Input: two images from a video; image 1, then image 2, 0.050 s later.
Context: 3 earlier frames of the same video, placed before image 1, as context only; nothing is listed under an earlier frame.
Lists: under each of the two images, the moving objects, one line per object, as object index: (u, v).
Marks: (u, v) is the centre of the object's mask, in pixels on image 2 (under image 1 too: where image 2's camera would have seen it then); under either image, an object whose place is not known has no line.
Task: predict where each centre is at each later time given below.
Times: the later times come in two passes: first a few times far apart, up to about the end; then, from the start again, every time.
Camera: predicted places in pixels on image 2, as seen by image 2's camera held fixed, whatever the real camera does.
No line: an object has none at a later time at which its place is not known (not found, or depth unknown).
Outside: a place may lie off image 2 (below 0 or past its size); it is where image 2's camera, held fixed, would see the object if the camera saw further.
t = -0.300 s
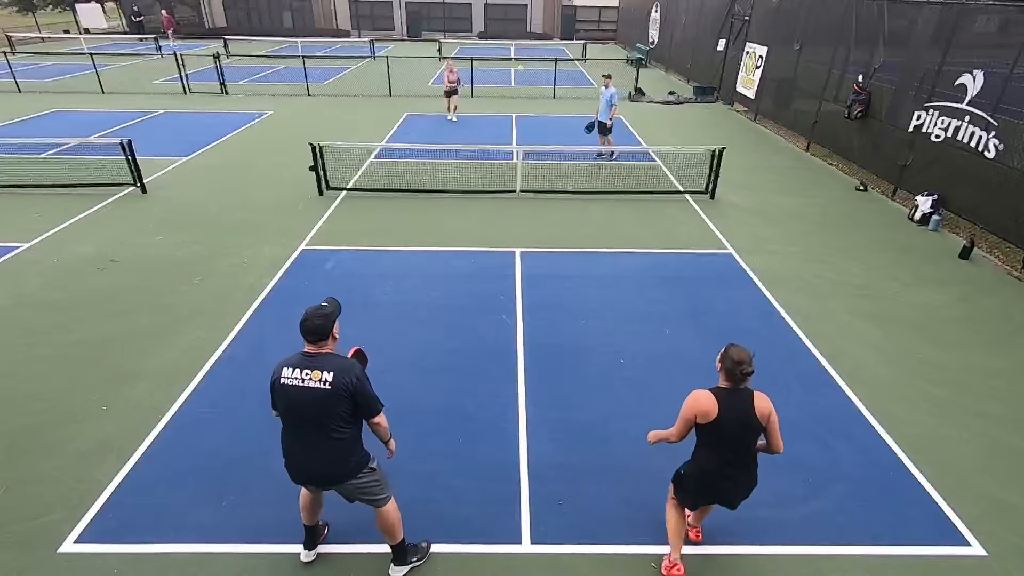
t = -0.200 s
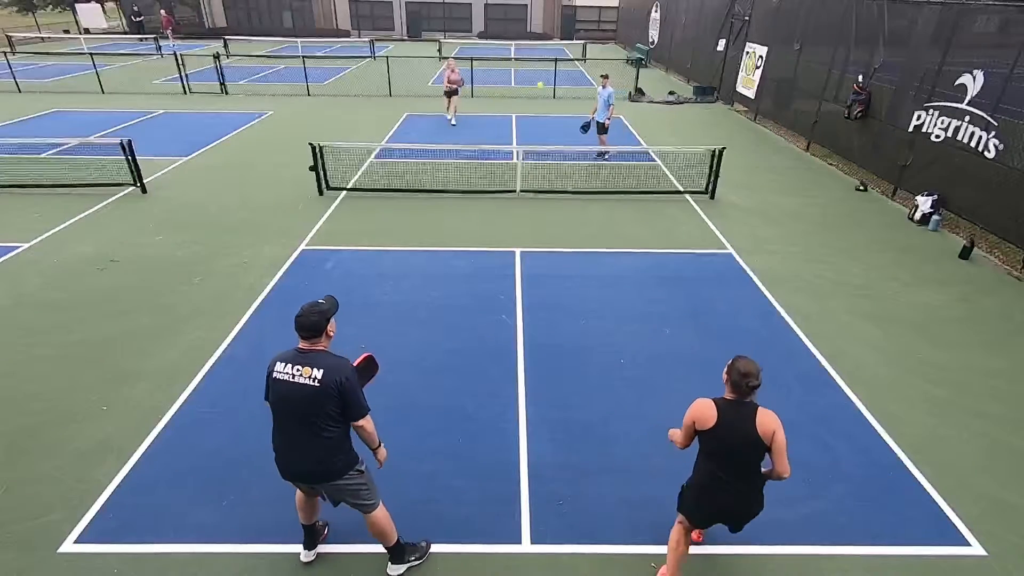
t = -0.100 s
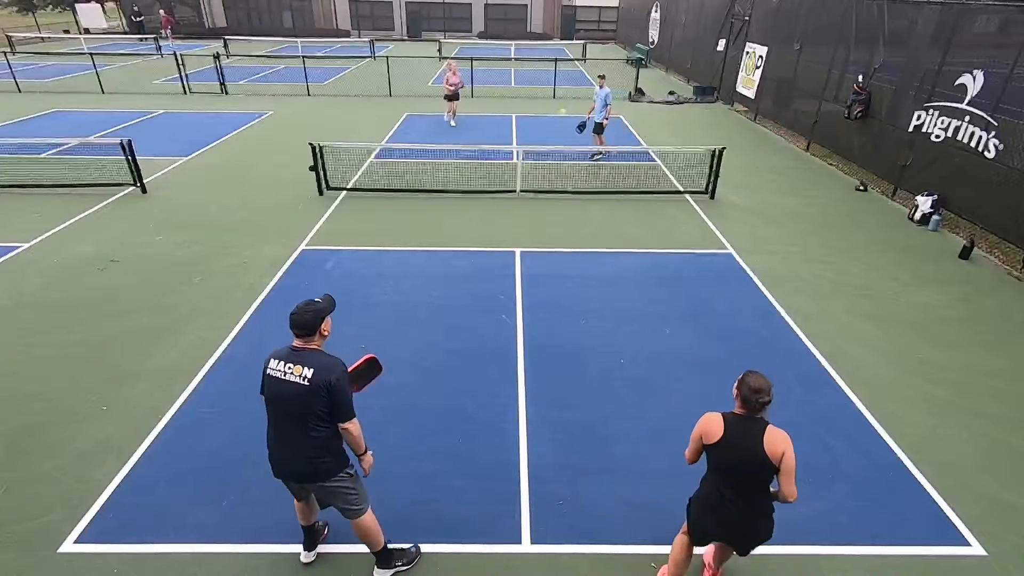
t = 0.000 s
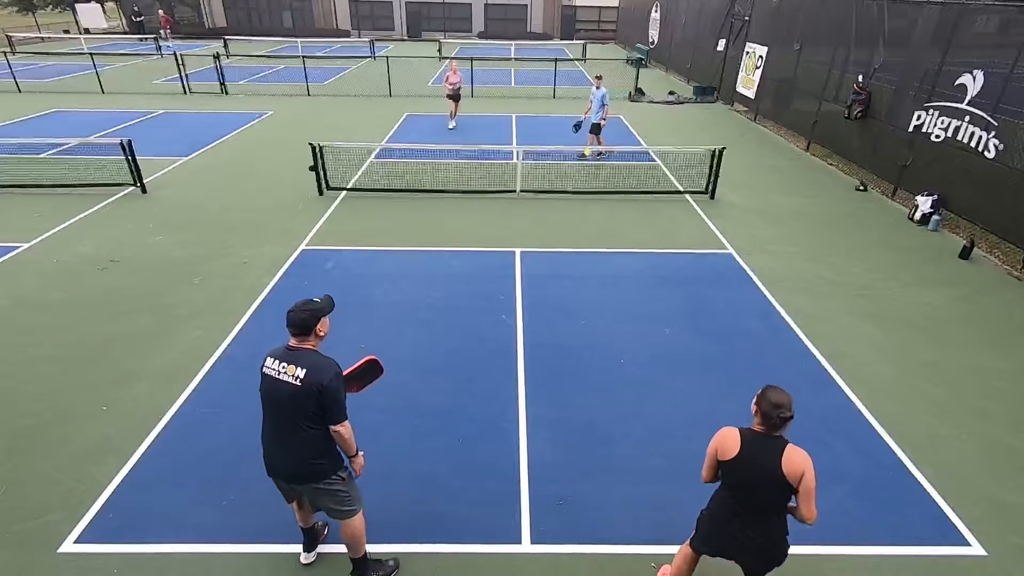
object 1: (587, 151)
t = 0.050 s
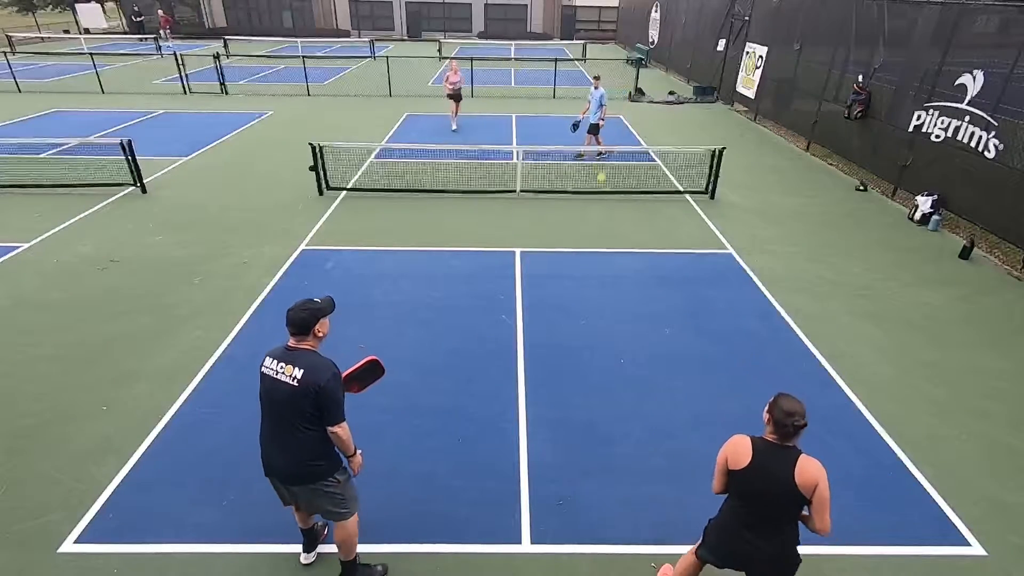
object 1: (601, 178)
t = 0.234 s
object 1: (656, 308)
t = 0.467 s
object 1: (743, 448)
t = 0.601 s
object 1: (805, 470)
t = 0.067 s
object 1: (606, 186)
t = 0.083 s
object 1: (610, 196)
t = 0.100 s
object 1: (615, 207)
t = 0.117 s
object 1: (620, 217)
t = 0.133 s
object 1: (625, 229)
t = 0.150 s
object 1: (630, 241)
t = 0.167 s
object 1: (635, 254)
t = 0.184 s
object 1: (640, 266)
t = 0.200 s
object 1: (646, 280)
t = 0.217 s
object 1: (651, 293)
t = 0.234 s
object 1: (656, 308)
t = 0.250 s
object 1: (662, 323)
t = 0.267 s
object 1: (667, 339)
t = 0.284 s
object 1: (673, 355)
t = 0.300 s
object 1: (679, 372)
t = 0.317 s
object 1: (685, 390)
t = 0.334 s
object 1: (690, 408)
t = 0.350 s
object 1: (696, 427)
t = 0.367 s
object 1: (702, 446)
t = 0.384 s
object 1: (709, 447)
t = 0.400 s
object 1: (715, 446)
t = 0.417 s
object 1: (722, 446)
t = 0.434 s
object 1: (729, 447)
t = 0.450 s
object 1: (735, 447)
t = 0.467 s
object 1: (743, 448)
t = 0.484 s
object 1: (750, 450)
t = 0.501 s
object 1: (757, 452)
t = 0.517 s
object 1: (765, 453)
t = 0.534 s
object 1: (773, 456)
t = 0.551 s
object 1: (781, 459)
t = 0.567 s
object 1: (789, 462)
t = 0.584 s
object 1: (797, 466)
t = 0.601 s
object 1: (805, 470)
